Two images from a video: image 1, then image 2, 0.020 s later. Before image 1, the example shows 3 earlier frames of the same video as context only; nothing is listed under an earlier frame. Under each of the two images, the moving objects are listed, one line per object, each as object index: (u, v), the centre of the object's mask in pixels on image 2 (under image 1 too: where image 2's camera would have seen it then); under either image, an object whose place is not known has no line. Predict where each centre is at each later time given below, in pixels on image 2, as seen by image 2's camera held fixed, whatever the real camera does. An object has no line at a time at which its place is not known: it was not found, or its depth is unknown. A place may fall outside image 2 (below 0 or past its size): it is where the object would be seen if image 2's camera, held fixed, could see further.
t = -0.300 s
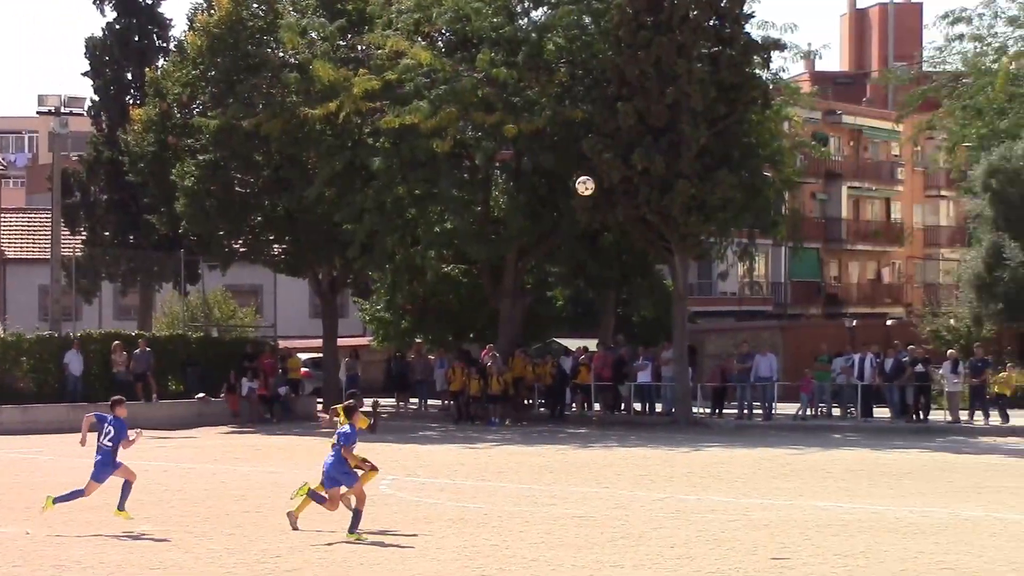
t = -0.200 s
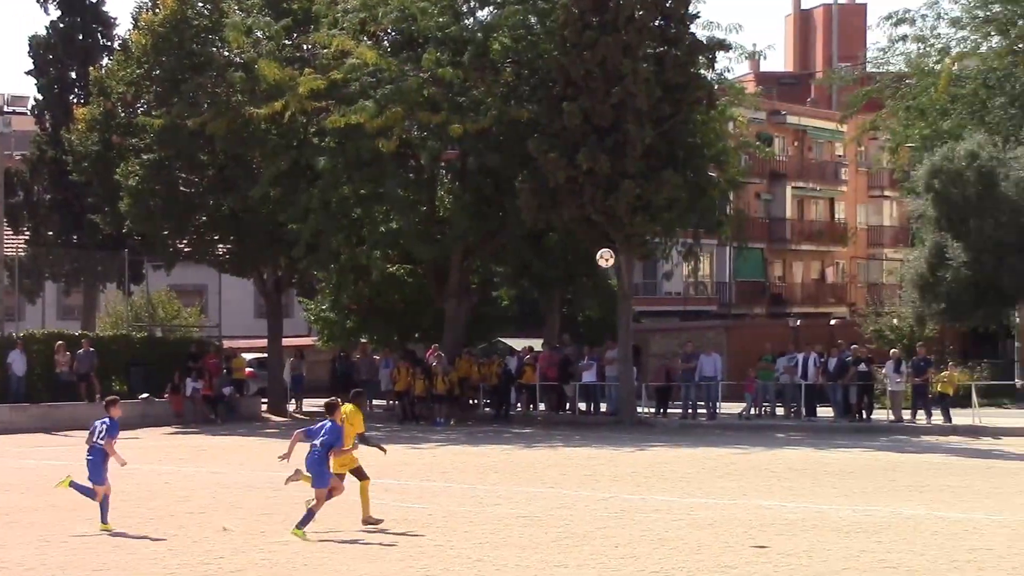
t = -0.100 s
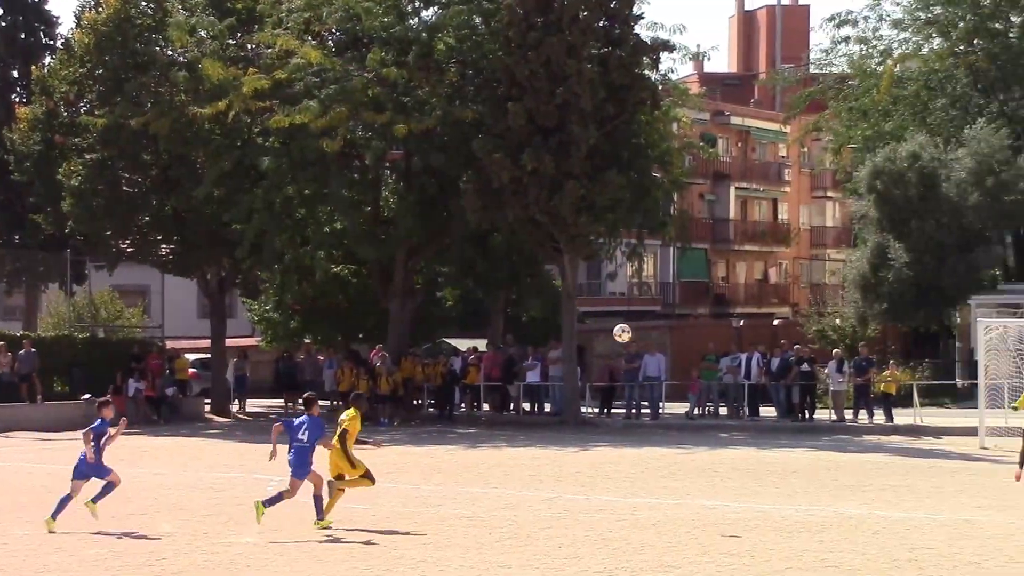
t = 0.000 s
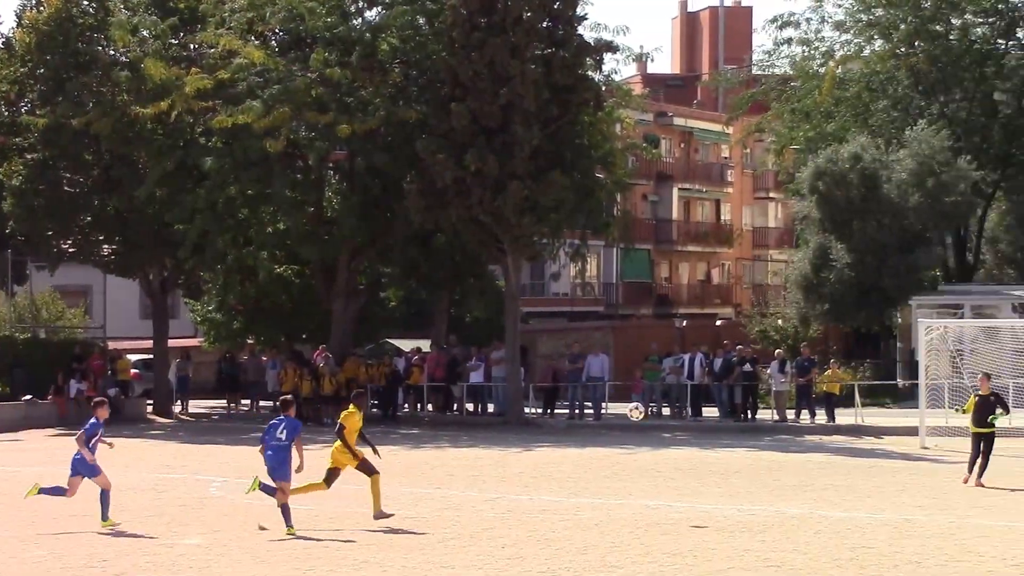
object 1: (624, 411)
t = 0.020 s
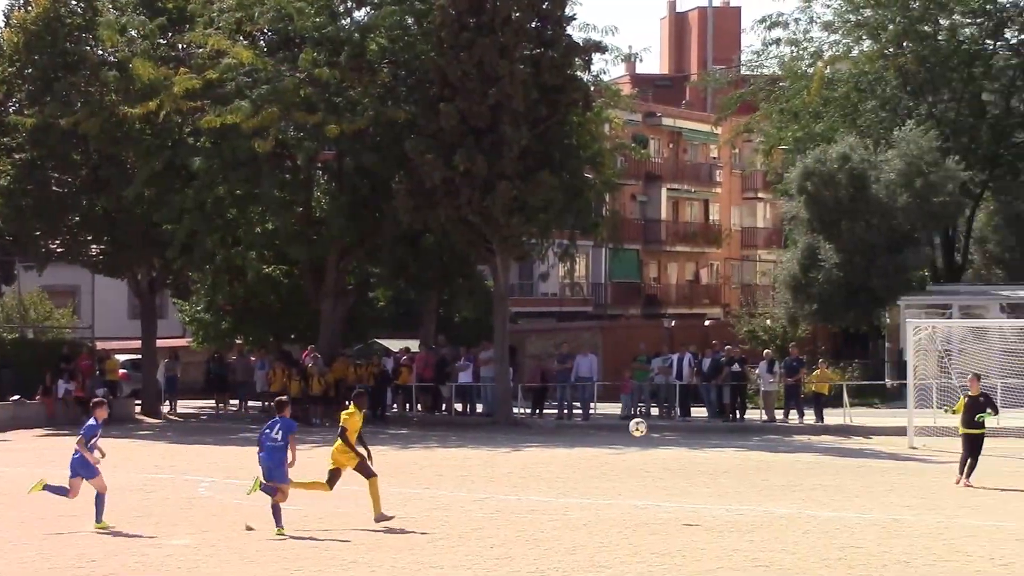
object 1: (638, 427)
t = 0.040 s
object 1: (651, 442)
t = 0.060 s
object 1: (665, 459)
